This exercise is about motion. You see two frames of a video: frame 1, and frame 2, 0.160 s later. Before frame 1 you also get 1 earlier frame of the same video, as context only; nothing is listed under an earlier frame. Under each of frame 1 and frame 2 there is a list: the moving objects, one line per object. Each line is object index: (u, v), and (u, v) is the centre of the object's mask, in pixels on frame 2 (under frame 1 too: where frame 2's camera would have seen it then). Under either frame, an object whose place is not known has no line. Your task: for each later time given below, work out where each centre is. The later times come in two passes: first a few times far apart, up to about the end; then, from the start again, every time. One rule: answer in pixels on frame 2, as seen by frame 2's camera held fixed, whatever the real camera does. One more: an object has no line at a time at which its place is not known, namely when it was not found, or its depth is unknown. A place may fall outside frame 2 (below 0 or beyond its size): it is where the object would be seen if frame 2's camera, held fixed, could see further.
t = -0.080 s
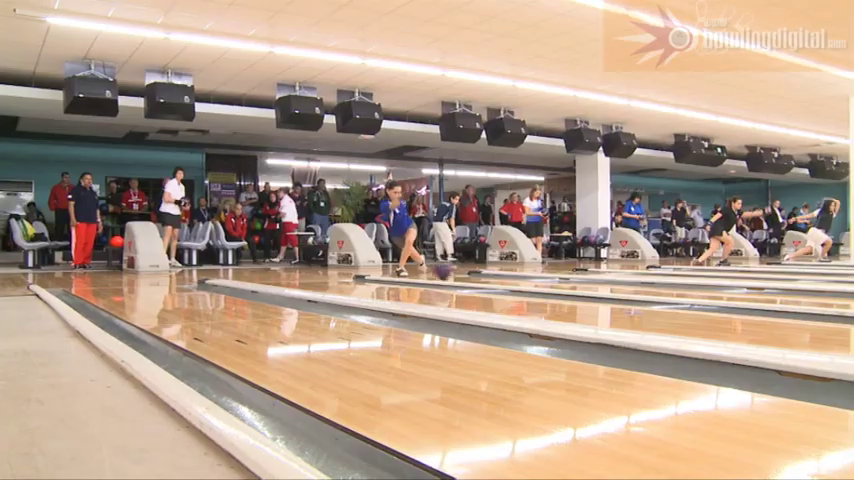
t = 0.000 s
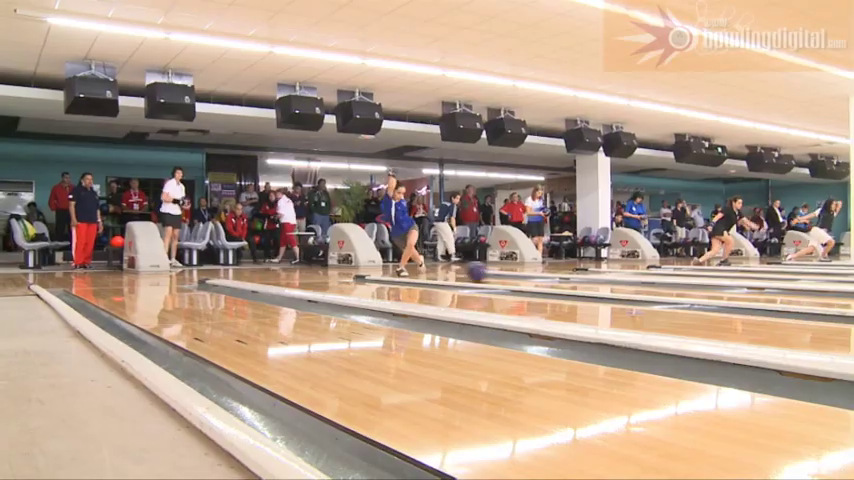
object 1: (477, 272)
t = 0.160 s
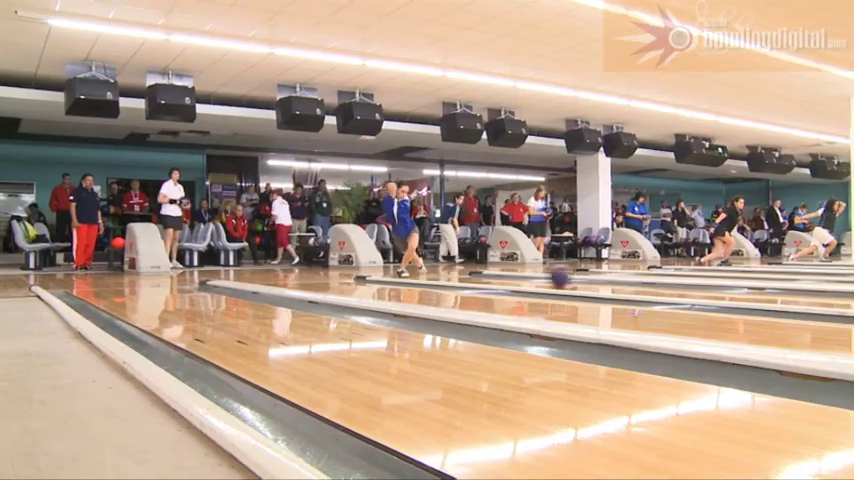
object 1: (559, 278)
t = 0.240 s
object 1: (610, 280)
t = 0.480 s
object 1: (823, 290)
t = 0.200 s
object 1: (583, 278)
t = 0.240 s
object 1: (610, 280)
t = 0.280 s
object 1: (638, 281)
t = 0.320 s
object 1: (669, 283)
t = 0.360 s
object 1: (702, 284)
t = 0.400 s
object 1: (738, 286)
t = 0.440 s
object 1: (779, 288)
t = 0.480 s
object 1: (823, 290)
